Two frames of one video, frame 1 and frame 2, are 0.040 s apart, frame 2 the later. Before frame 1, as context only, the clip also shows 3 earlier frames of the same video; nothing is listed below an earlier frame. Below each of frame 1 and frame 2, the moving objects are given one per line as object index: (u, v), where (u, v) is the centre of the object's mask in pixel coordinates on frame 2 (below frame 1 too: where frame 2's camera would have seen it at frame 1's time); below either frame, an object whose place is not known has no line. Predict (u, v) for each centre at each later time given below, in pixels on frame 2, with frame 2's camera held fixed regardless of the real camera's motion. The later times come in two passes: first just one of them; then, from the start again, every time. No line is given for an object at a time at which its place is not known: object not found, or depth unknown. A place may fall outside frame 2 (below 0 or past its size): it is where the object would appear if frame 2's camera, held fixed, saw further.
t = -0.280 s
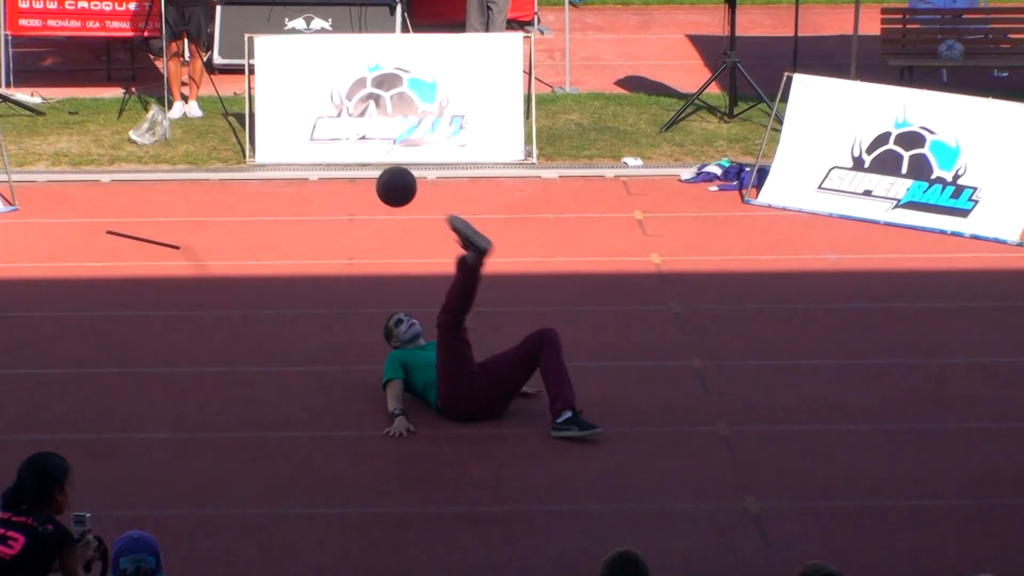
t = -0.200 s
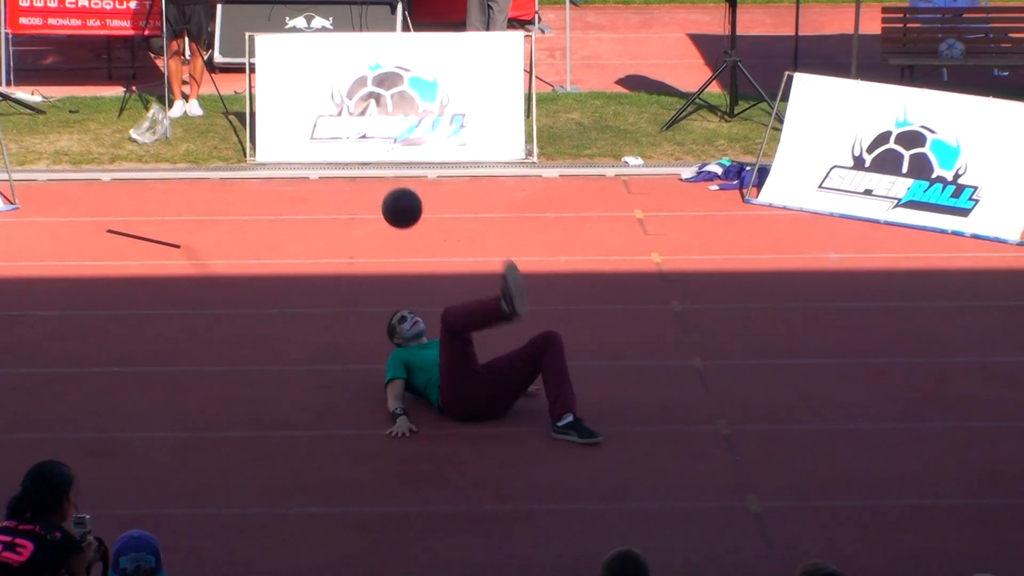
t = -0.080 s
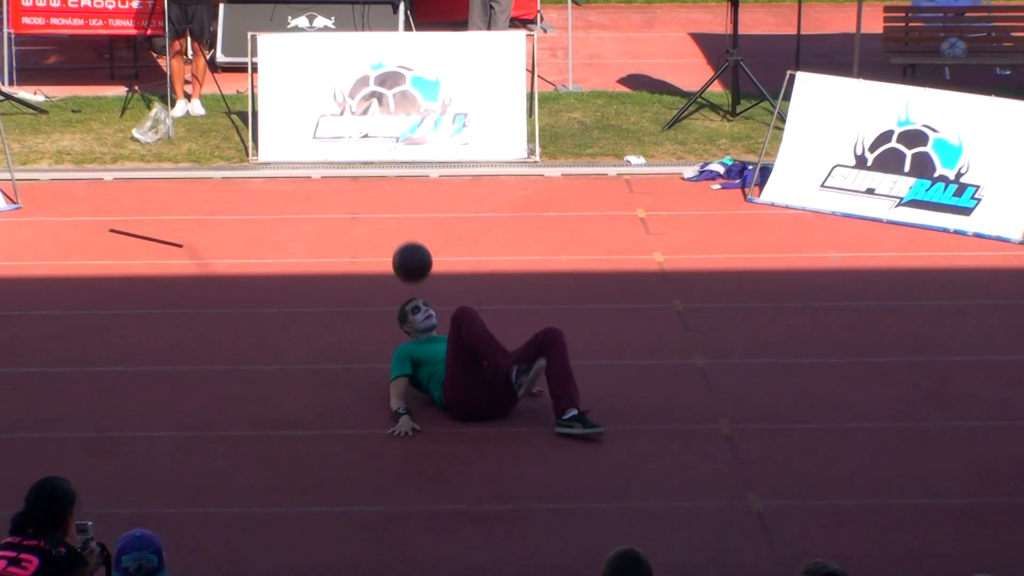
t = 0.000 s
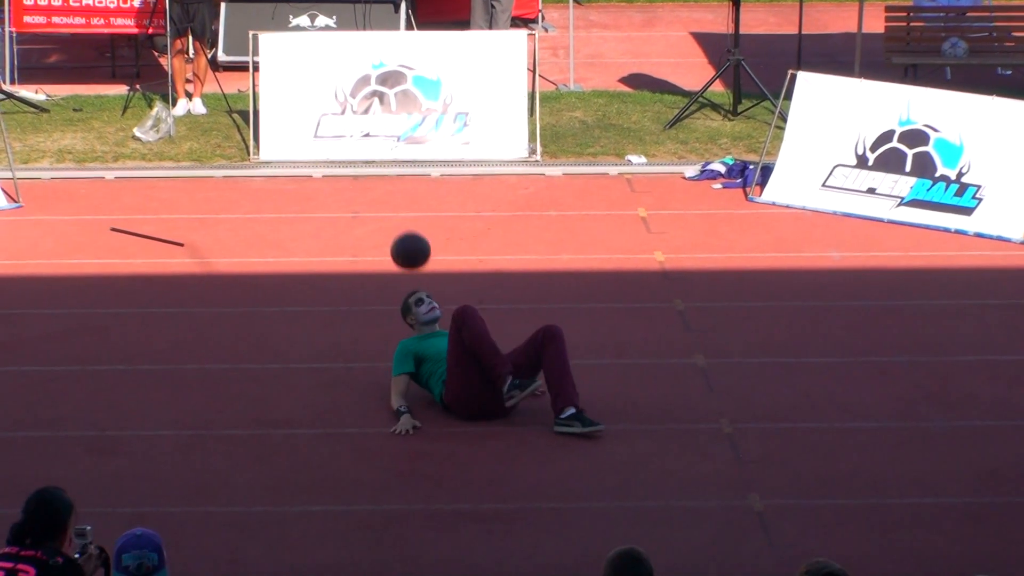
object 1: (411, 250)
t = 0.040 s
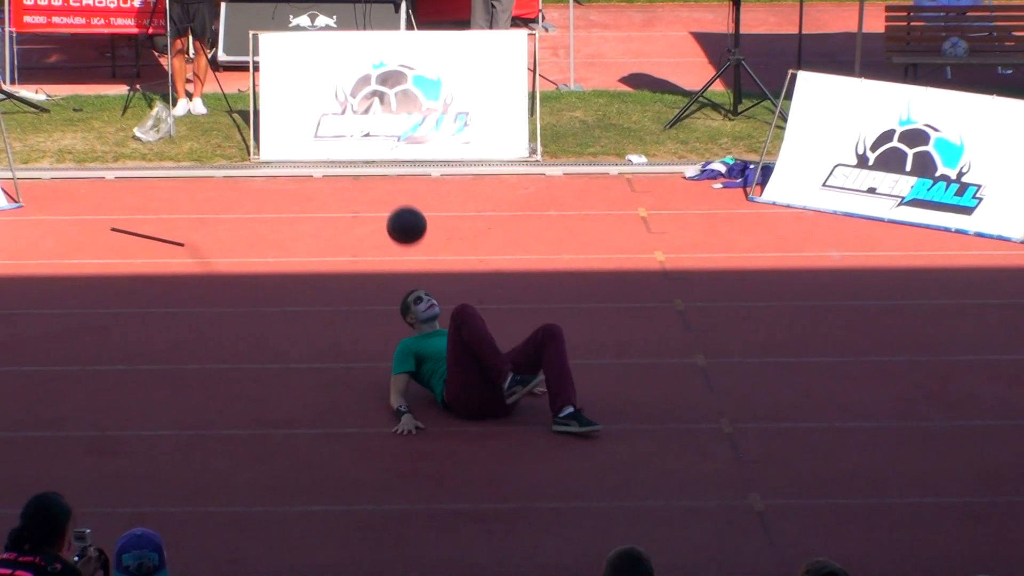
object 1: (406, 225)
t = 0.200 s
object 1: (389, 152)
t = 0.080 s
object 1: (402, 203)
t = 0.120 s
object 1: (397, 183)
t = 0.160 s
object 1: (393, 166)
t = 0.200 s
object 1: (389, 152)
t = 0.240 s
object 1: (385, 140)
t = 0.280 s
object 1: (380, 130)
